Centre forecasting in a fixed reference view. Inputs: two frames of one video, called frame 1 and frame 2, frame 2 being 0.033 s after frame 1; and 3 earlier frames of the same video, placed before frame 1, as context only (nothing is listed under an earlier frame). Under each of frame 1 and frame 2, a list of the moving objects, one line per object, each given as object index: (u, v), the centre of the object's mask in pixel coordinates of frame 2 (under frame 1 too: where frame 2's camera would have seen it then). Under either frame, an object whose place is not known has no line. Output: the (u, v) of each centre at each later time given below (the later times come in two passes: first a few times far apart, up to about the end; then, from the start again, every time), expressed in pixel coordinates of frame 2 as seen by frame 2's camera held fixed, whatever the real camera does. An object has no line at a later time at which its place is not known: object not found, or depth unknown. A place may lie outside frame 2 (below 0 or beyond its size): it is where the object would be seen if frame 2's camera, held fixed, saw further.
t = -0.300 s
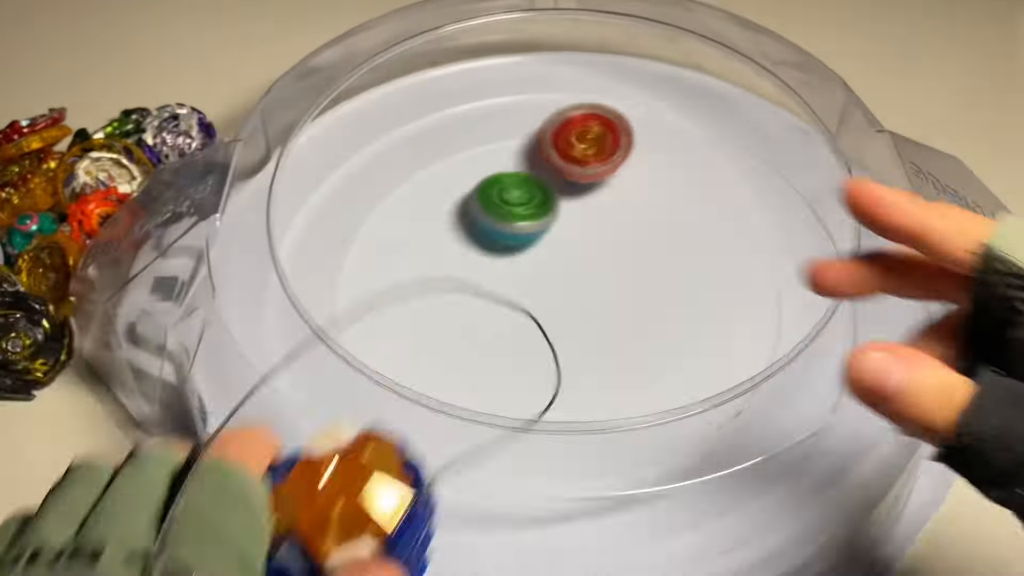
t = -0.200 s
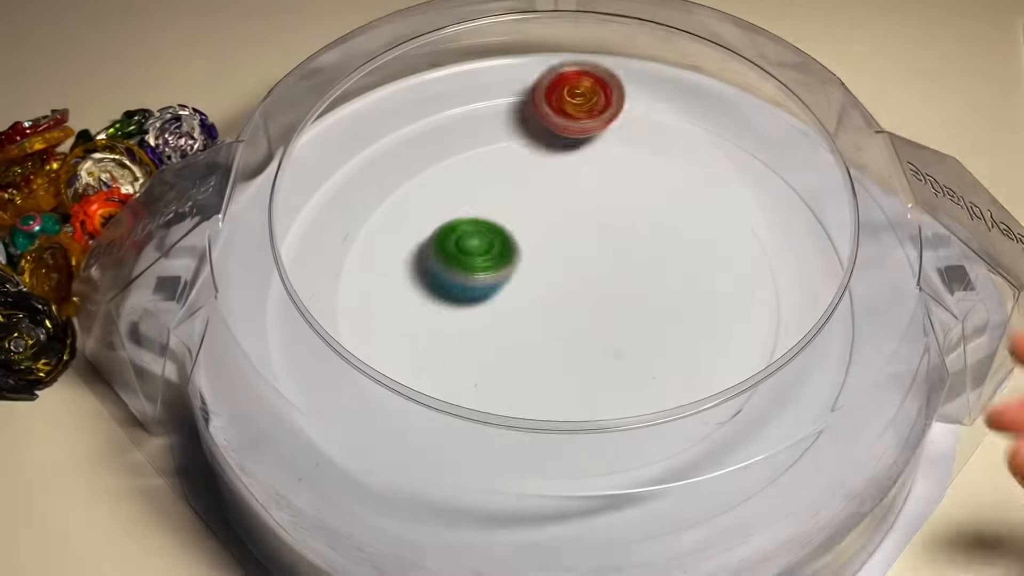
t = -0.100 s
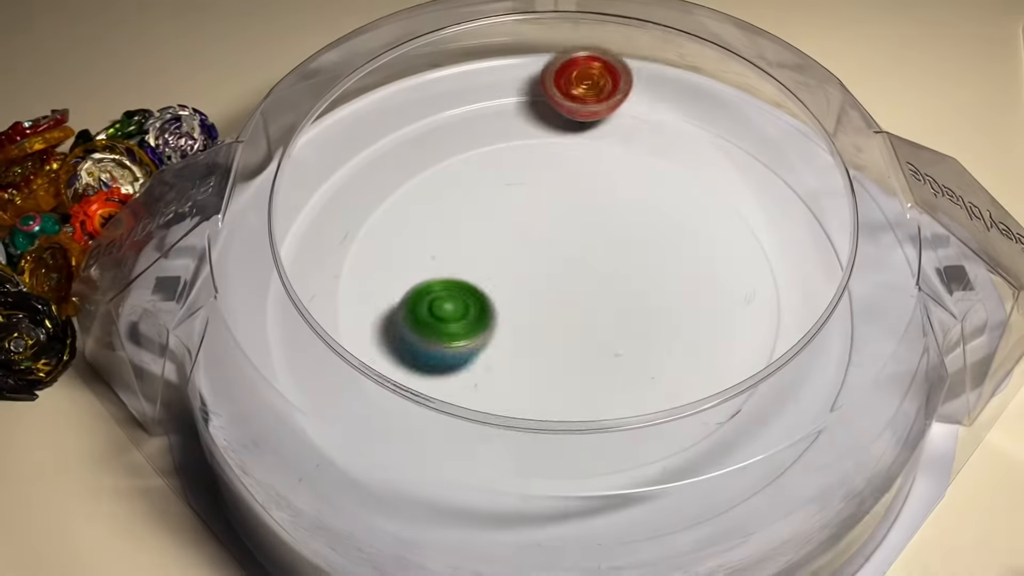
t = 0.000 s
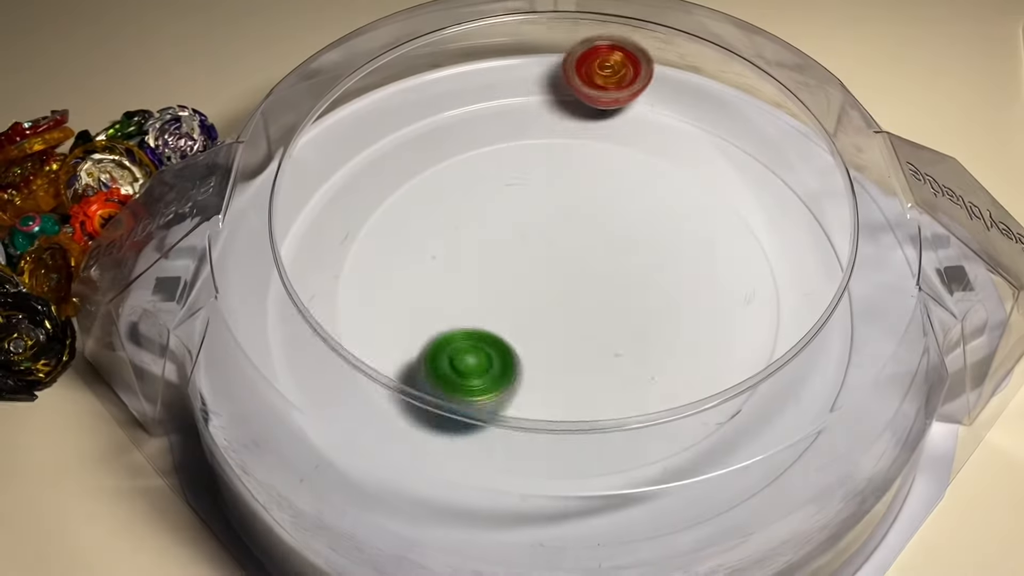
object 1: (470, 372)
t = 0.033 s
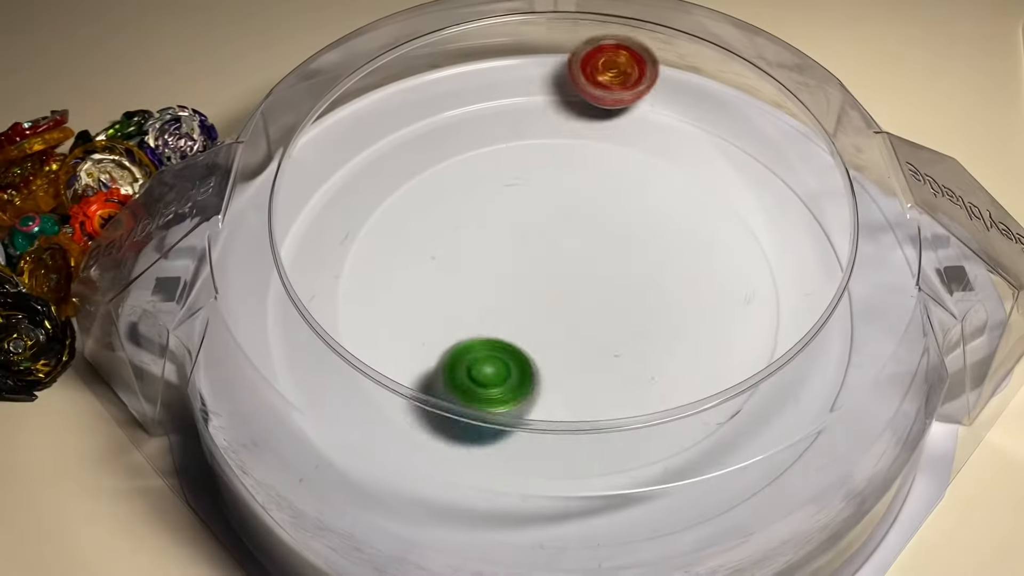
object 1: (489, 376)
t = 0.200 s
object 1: (600, 355)
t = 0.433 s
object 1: (588, 177)
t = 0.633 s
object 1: (425, 126)
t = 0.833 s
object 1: (337, 174)
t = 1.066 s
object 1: (280, 273)
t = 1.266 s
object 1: (304, 333)
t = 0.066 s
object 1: (510, 383)
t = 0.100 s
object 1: (533, 383)
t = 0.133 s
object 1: (557, 379)
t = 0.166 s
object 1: (579, 372)
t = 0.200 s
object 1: (600, 355)
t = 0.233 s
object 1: (618, 332)
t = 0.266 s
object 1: (630, 308)
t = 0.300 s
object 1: (634, 280)
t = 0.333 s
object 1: (631, 251)
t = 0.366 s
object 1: (622, 226)
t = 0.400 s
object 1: (608, 200)
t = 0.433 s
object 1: (588, 177)
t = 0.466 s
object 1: (565, 158)
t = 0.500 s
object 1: (539, 142)
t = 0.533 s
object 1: (510, 131)
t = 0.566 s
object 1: (478, 125)
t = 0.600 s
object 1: (452, 125)
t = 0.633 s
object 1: (425, 126)
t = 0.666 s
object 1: (401, 127)
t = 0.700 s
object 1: (378, 128)
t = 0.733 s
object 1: (361, 132)
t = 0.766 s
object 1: (351, 146)
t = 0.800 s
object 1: (344, 160)
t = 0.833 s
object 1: (337, 174)
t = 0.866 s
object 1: (331, 188)
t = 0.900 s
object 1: (322, 204)
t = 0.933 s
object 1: (316, 218)
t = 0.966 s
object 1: (312, 231)
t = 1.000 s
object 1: (300, 245)
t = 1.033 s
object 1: (290, 258)
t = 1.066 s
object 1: (280, 273)
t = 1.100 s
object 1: (270, 289)
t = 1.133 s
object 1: (274, 299)
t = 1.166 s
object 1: (280, 310)
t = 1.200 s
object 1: (287, 319)
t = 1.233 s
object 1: (295, 326)
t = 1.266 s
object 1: (304, 333)
